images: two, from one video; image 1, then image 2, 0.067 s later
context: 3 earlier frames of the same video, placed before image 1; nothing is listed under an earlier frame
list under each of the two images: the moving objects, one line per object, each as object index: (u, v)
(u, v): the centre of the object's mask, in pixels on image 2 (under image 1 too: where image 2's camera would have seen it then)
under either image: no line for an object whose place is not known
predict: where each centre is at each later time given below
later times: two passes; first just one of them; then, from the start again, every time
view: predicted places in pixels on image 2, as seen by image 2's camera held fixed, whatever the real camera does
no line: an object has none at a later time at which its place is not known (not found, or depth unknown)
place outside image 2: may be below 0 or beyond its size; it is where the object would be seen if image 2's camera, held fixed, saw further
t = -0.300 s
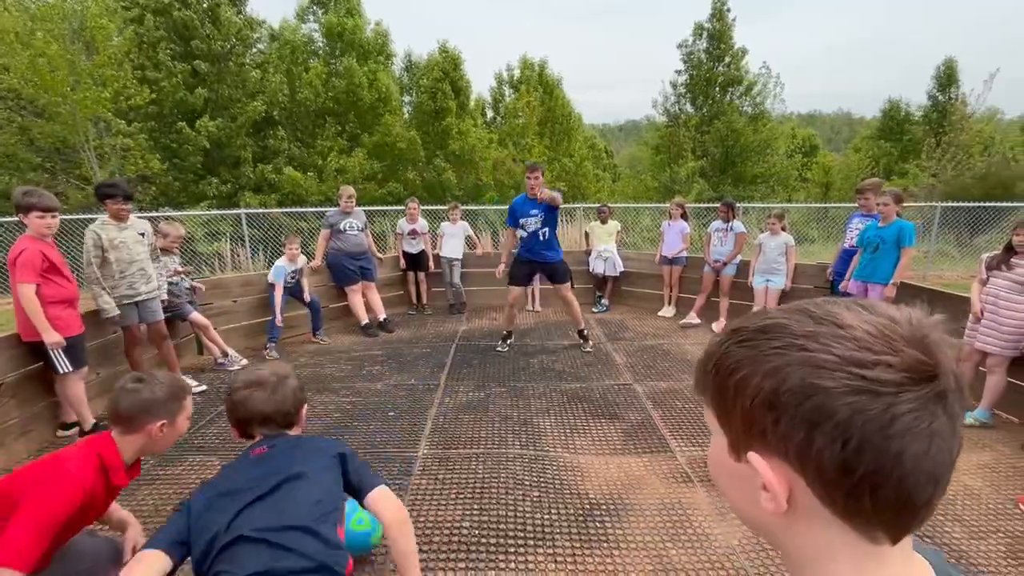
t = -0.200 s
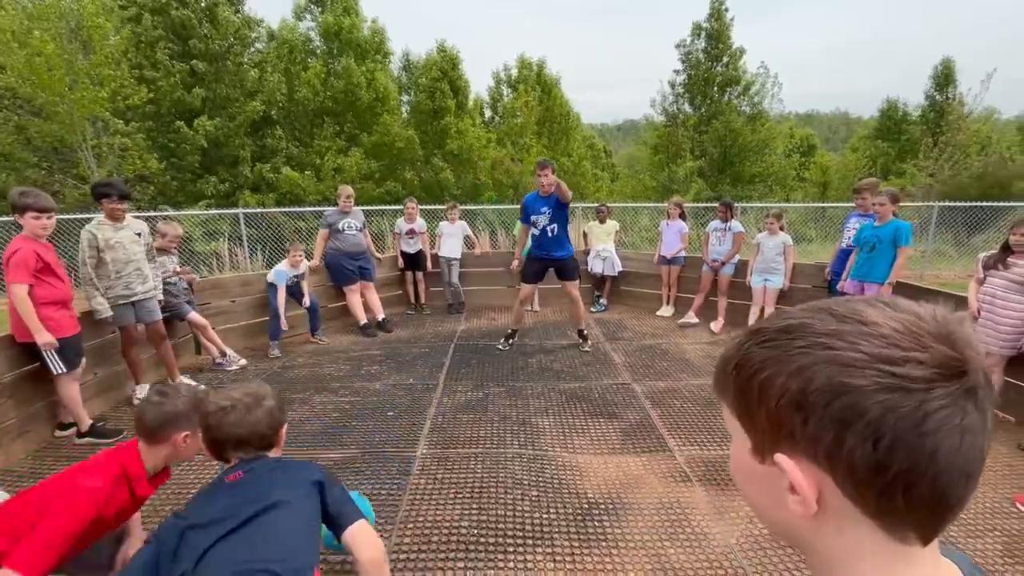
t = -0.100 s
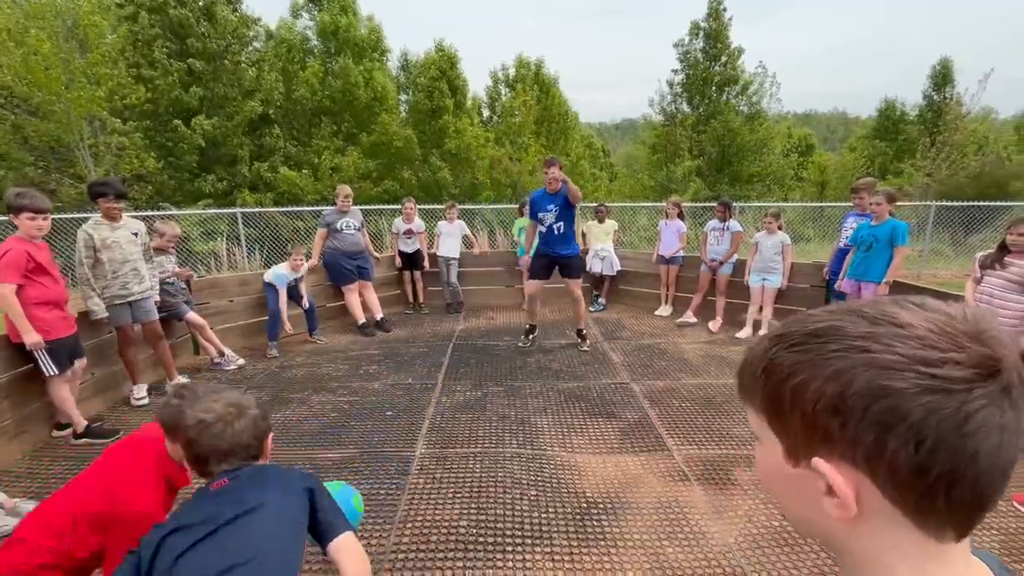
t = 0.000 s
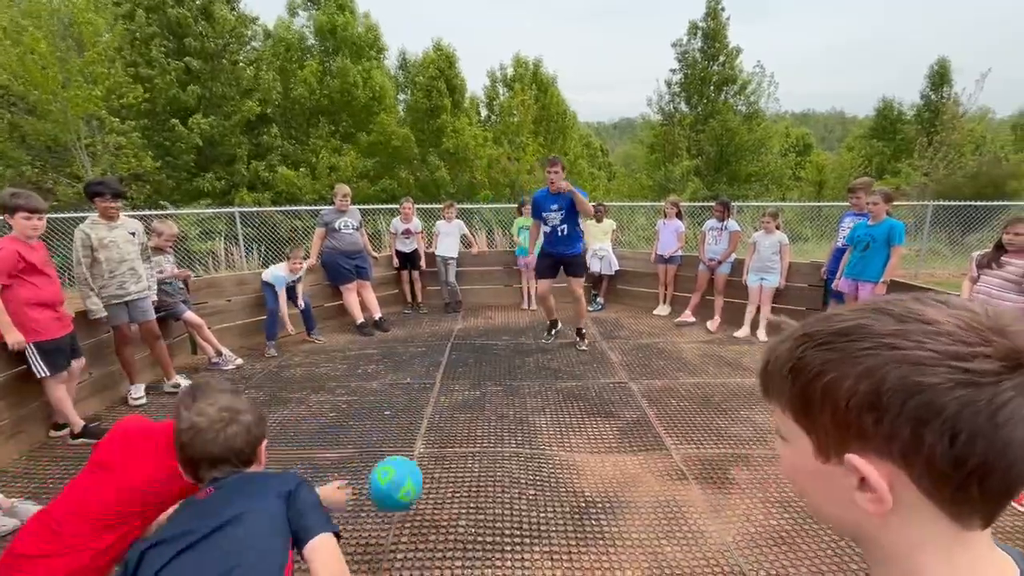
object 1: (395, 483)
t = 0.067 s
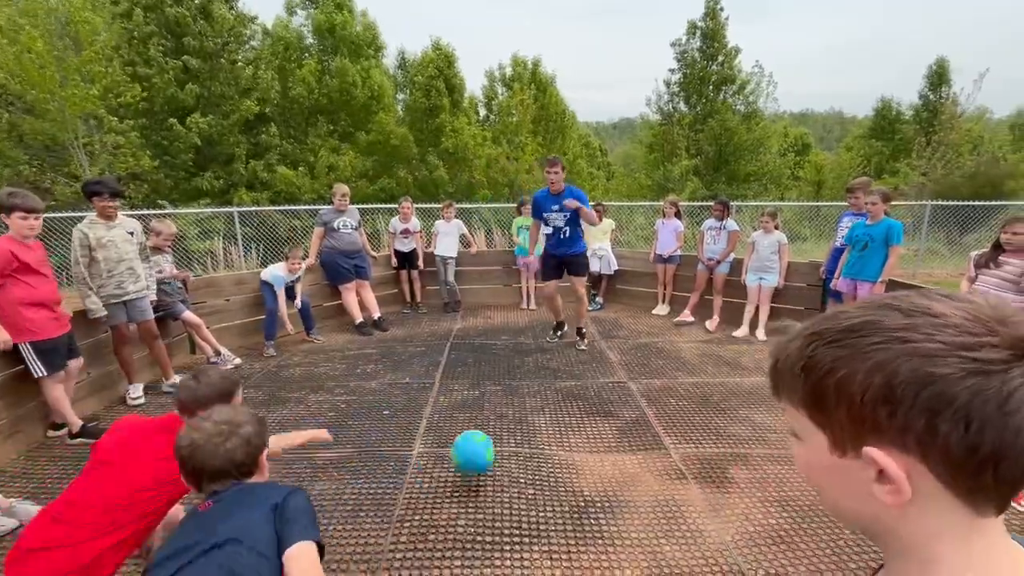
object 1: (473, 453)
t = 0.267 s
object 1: (573, 386)
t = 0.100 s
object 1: (501, 445)
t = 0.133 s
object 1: (523, 436)
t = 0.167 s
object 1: (537, 419)
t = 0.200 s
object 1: (549, 406)
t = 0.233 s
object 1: (561, 395)
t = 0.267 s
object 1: (573, 386)
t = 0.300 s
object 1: (583, 381)
